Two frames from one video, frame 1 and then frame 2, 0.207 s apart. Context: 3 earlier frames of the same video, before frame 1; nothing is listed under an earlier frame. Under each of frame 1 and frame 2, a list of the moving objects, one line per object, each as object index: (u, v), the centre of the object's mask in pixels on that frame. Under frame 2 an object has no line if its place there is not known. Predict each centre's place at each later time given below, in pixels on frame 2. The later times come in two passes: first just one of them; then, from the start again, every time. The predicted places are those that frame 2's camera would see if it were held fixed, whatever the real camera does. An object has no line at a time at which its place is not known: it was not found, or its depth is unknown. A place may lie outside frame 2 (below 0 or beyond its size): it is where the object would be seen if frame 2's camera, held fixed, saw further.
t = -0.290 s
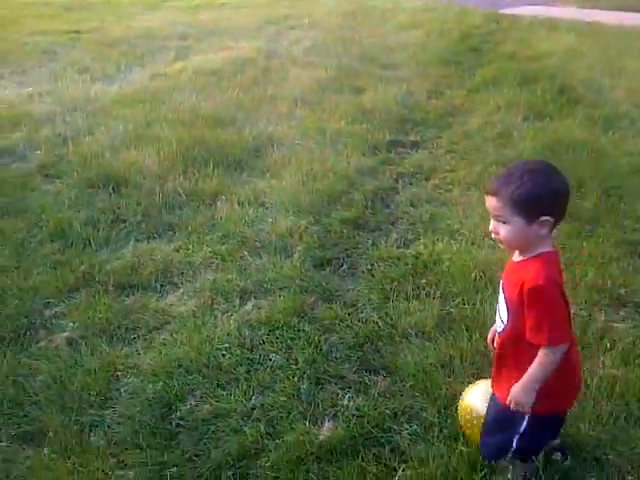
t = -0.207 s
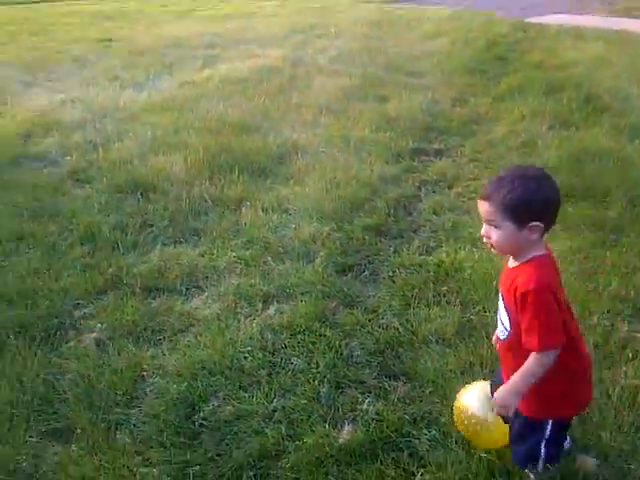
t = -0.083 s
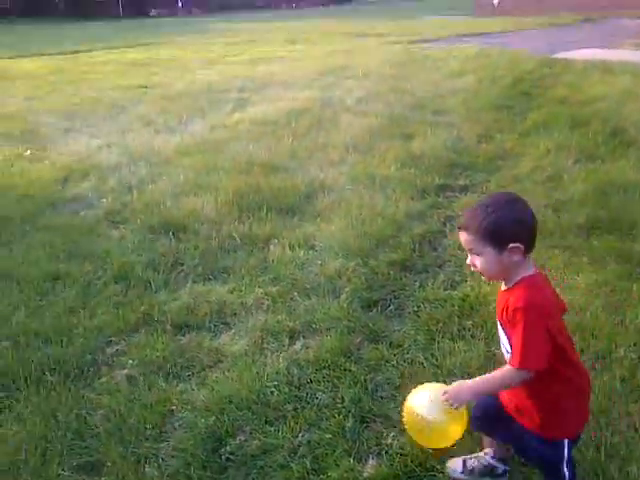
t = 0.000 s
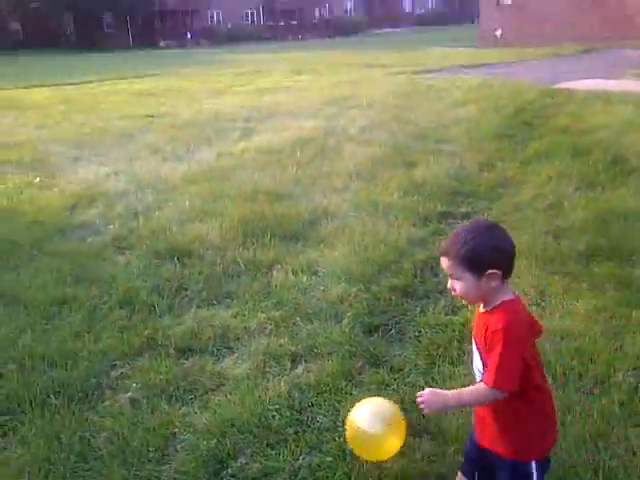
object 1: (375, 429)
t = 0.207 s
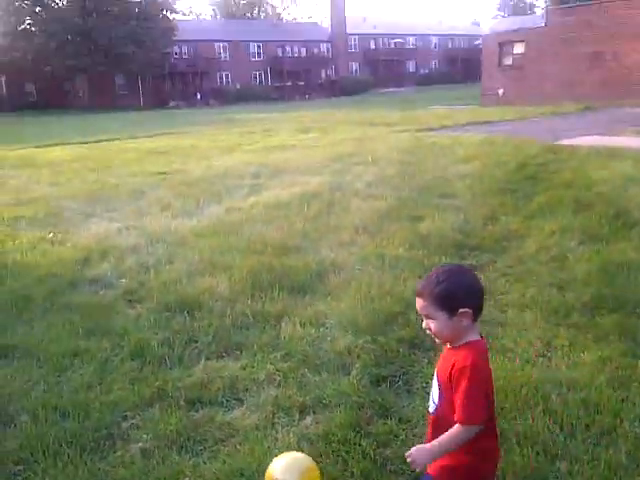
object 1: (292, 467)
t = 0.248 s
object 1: (283, 462)
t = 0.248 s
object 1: (283, 462)
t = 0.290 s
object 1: (274, 463)
